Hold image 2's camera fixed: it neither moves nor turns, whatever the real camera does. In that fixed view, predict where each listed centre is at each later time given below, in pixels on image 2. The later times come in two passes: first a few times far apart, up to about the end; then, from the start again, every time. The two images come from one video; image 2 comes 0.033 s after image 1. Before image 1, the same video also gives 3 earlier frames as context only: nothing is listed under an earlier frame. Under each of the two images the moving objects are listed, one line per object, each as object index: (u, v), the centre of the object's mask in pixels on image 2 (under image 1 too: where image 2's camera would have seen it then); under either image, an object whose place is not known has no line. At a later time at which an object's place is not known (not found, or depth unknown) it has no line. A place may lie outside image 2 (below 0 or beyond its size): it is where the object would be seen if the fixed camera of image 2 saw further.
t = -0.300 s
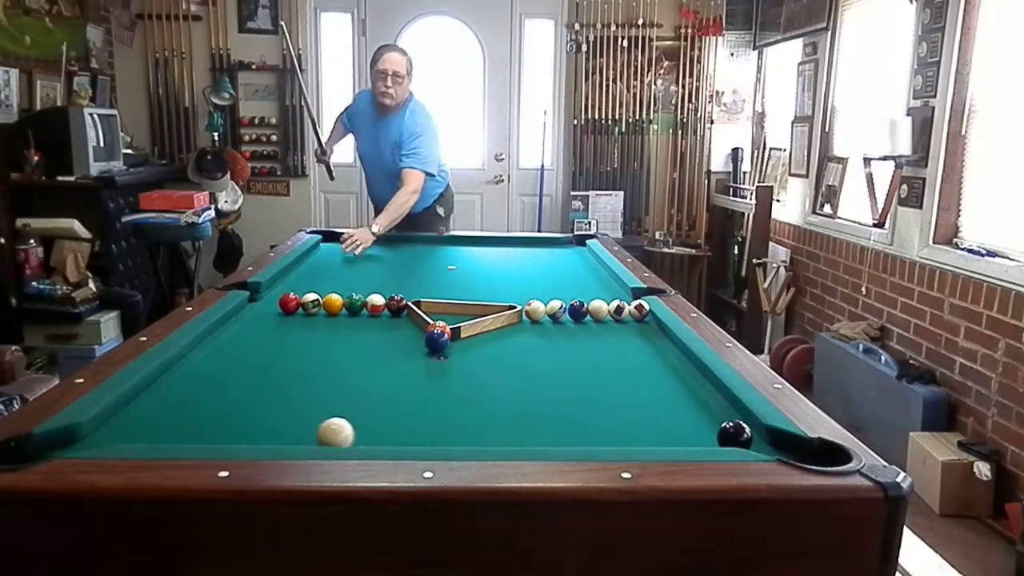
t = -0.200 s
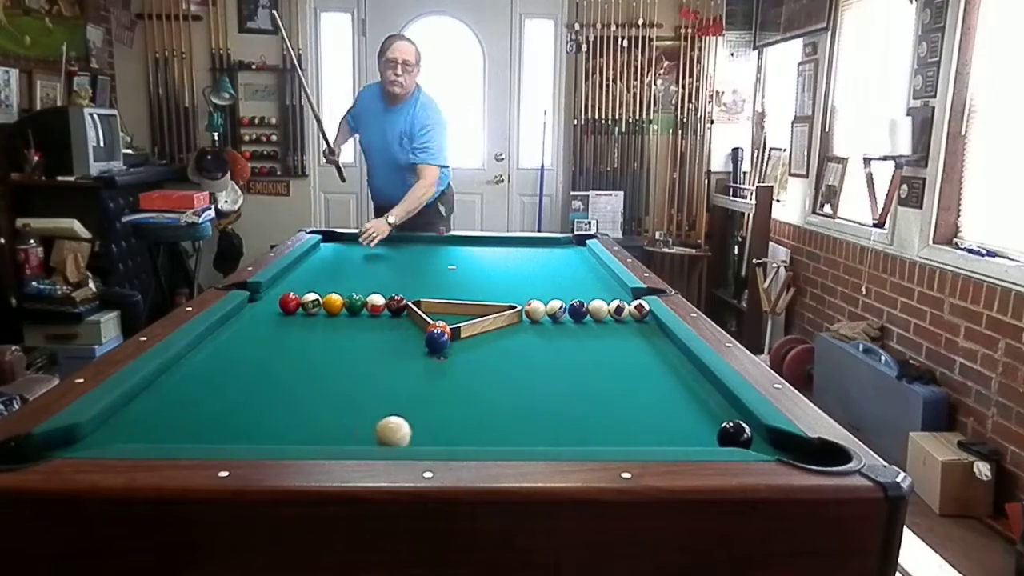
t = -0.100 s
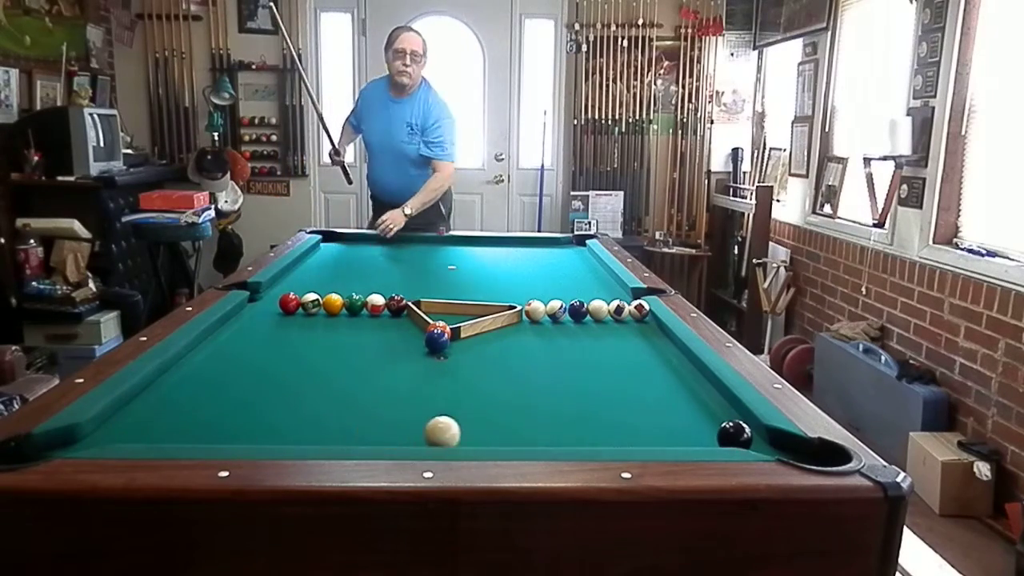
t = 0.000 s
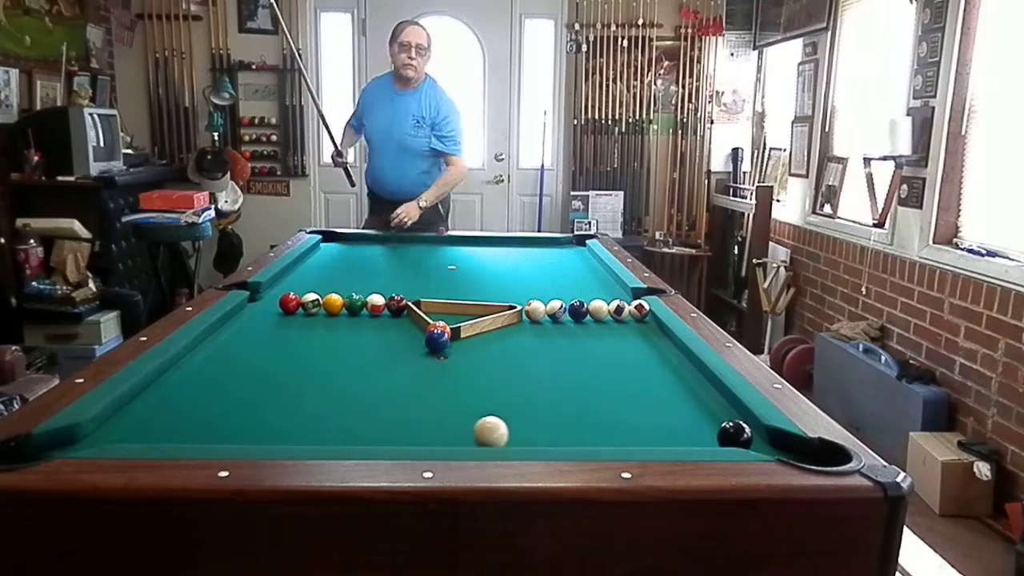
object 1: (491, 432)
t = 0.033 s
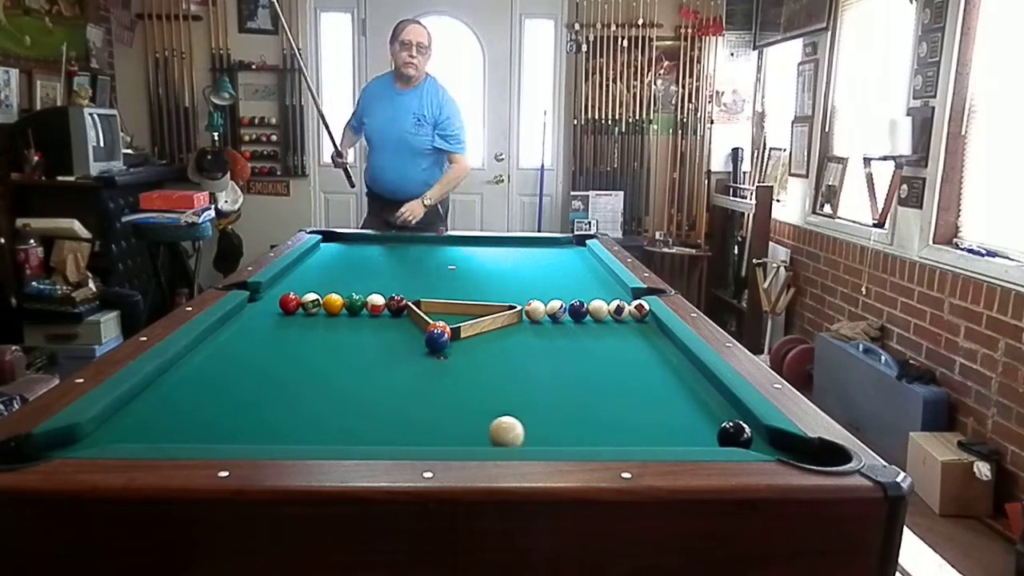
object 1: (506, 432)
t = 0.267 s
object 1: (615, 432)
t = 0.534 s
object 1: (703, 431)
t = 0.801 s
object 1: (728, 427)
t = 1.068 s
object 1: (739, 423)
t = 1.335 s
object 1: (728, 421)
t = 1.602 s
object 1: (722, 421)
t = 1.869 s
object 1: (720, 421)
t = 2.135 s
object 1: (721, 421)
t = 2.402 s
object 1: (721, 421)
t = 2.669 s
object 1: (721, 421)
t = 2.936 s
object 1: (721, 421)
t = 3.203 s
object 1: (720, 421)
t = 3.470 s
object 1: (720, 421)
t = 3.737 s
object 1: (720, 421)
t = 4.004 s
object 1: (720, 421)
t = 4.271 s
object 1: (721, 421)
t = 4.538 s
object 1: (721, 421)
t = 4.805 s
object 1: (721, 421)
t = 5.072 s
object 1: (721, 421)
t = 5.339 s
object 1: (720, 421)
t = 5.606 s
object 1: (721, 421)
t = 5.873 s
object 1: (721, 421)
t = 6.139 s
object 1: (720, 421)
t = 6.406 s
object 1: (720, 421)
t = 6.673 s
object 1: (720, 421)
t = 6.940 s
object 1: (720, 421)
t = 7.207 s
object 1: (720, 421)
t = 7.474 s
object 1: (720, 422)
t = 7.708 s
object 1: (720, 422)
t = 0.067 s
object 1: (522, 431)
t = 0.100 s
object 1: (538, 432)
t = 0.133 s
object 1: (554, 432)
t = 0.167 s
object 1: (569, 432)
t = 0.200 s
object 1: (584, 432)
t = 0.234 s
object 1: (599, 432)
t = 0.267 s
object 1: (615, 432)
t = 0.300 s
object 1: (629, 432)
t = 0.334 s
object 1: (645, 432)
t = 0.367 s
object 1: (659, 432)
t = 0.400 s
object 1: (674, 432)
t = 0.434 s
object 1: (689, 432)
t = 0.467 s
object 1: (699, 432)
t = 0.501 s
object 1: (700, 431)
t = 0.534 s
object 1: (703, 431)
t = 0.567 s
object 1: (706, 430)
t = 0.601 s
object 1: (709, 430)
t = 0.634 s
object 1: (713, 429)
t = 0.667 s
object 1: (716, 429)
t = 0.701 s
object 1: (719, 428)
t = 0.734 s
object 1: (722, 428)
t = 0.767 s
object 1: (725, 427)
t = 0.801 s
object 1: (728, 427)
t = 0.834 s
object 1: (731, 426)
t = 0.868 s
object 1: (735, 426)
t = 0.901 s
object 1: (737, 425)
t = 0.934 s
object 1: (741, 425)
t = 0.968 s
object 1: (743, 424)
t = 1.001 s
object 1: (743, 424)
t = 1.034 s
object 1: (741, 423)
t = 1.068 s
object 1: (739, 423)
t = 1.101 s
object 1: (738, 423)
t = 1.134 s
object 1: (736, 422)
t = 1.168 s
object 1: (734, 422)
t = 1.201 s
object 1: (733, 422)
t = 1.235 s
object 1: (732, 422)
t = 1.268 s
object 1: (730, 422)
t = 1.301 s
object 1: (729, 421)
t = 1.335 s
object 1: (728, 421)
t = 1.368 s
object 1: (727, 421)
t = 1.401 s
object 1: (726, 421)
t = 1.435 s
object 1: (724, 421)
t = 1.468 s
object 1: (724, 421)
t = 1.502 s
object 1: (723, 421)
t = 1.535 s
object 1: (723, 421)
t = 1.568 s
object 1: (722, 421)
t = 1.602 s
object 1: (722, 421)
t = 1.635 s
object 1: (721, 421)
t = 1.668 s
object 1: (721, 421)
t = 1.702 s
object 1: (720, 421)
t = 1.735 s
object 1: (720, 421)
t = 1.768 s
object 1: (720, 421)
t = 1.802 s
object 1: (720, 421)
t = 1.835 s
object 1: (720, 421)
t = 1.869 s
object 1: (720, 421)
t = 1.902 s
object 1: (720, 421)
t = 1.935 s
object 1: (720, 421)
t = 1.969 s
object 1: (720, 421)
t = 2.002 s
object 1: (720, 421)
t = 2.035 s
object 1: (721, 421)
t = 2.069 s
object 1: (721, 421)
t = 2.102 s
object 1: (721, 421)
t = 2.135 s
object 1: (721, 421)
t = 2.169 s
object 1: (721, 421)
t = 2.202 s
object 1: (721, 421)
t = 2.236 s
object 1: (721, 421)
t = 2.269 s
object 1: (721, 421)
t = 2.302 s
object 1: (721, 421)
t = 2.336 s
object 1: (721, 421)
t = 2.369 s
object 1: (721, 421)
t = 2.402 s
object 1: (721, 421)
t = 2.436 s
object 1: (721, 421)
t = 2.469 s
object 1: (721, 421)
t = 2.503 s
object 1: (721, 421)
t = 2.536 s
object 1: (721, 421)
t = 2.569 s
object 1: (720, 421)
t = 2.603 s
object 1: (721, 421)
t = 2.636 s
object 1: (720, 421)
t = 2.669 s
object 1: (721, 421)
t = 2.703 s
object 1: (721, 421)
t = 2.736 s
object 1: (721, 421)
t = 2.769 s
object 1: (721, 421)
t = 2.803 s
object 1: (721, 421)
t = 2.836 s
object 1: (721, 421)
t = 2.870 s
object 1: (721, 421)
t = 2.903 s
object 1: (721, 421)
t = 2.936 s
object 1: (721, 421)
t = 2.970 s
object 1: (720, 421)
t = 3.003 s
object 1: (720, 421)
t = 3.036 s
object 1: (720, 421)
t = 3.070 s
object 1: (720, 421)
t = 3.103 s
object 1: (720, 421)
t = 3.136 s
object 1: (720, 421)
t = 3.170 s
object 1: (720, 421)
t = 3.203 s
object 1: (720, 421)
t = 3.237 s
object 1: (720, 421)
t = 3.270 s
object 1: (720, 421)
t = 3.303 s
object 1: (720, 421)
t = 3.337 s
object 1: (720, 421)
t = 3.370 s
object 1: (720, 421)
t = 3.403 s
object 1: (720, 421)
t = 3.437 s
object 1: (720, 421)
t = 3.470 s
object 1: (720, 421)
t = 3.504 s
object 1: (720, 421)
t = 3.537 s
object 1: (720, 421)
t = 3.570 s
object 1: (720, 421)
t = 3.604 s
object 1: (720, 421)
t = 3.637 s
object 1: (720, 421)
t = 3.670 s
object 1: (720, 421)
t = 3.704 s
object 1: (720, 421)
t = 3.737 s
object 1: (720, 421)
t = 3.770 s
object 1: (720, 421)
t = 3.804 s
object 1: (720, 421)
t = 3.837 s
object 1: (720, 421)
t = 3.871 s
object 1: (720, 421)
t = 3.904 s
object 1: (720, 421)
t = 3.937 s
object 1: (720, 421)
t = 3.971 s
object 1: (720, 421)
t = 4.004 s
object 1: (720, 421)
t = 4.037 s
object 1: (720, 421)
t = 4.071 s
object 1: (720, 421)
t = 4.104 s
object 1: (720, 421)
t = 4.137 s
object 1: (720, 421)
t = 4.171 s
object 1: (721, 421)
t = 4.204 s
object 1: (721, 421)
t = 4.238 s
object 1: (720, 421)
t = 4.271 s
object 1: (721, 421)
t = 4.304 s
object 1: (721, 421)
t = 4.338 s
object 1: (721, 421)
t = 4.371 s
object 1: (721, 421)
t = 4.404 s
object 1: (721, 421)
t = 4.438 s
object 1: (721, 421)
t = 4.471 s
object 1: (720, 421)
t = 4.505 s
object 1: (721, 421)
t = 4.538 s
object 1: (721, 421)
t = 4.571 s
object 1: (721, 421)
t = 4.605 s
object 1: (721, 421)
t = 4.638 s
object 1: (720, 421)
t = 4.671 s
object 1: (721, 421)
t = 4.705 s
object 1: (721, 421)
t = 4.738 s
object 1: (721, 421)
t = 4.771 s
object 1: (721, 421)
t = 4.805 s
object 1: (721, 421)
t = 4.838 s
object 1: (721, 421)
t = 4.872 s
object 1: (720, 421)
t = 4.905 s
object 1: (721, 421)
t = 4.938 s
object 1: (721, 421)
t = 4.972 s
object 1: (721, 421)
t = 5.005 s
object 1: (720, 421)
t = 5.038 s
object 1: (721, 421)
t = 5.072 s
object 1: (721, 421)
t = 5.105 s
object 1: (720, 421)
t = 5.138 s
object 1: (720, 421)
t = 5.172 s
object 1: (721, 421)
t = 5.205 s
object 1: (721, 421)
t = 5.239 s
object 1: (720, 421)
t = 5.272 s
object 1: (720, 421)
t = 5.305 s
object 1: (720, 421)
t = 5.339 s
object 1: (720, 421)
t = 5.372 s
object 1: (721, 421)
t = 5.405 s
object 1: (721, 421)
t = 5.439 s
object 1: (721, 421)
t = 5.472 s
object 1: (720, 421)
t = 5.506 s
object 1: (720, 421)
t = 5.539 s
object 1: (721, 421)
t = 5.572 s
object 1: (720, 421)
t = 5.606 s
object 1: (721, 421)
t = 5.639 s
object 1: (721, 421)
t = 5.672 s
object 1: (721, 421)
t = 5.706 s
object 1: (721, 421)
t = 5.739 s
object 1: (721, 421)
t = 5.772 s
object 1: (721, 421)
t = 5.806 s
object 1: (721, 421)
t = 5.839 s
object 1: (721, 421)
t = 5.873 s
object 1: (721, 421)
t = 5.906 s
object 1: (721, 421)
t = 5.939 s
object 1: (721, 421)
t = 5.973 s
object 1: (721, 421)
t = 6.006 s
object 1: (721, 421)
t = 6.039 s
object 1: (721, 421)
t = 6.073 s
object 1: (721, 421)
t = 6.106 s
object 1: (721, 421)
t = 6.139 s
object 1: (720, 421)
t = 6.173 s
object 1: (720, 421)
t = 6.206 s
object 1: (720, 421)
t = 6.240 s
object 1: (720, 421)
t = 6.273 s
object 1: (720, 421)
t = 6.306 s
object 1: (720, 421)
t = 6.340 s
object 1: (720, 421)
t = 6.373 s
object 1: (720, 421)
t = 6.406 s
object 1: (720, 421)
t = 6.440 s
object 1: (720, 421)
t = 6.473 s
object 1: (720, 421)
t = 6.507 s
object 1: (720, 421)
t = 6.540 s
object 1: (720, 421)
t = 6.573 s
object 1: (720, 421)
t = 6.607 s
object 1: (720, 421)
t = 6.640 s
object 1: (720, 421)
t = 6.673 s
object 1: (720, 421)
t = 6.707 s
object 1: (720, 421)
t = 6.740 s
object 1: (720, 421)
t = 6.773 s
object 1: (720, 421)
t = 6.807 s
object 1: (720, 421)
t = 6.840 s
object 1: (720, 421)
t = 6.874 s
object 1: (720, 421)
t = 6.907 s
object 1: (720, 421)
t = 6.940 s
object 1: (720, 421)
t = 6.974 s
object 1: (720, 421)
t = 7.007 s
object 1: (721, 421)
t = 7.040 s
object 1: (720, 421)
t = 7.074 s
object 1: (720, 421)
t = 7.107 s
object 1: (720, 421)
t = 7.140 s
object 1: (721, 421)
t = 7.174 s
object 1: (721, 421)
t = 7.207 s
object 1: (720, 421)
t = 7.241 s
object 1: (720, 421)
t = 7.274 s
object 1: (720, 421)
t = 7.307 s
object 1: (720, 422)
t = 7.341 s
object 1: (720, 421)
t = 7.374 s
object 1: (720, 422)
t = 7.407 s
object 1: (720, 422)
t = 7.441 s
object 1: (720, 422)
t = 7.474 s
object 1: (720, 422)
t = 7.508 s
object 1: (720, 422)
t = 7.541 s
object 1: (720, 421)
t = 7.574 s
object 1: (720, 421)
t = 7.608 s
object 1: (720, 421)
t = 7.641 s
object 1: (720, 422)
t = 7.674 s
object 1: (720, 422)
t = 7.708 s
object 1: (720, 422)
